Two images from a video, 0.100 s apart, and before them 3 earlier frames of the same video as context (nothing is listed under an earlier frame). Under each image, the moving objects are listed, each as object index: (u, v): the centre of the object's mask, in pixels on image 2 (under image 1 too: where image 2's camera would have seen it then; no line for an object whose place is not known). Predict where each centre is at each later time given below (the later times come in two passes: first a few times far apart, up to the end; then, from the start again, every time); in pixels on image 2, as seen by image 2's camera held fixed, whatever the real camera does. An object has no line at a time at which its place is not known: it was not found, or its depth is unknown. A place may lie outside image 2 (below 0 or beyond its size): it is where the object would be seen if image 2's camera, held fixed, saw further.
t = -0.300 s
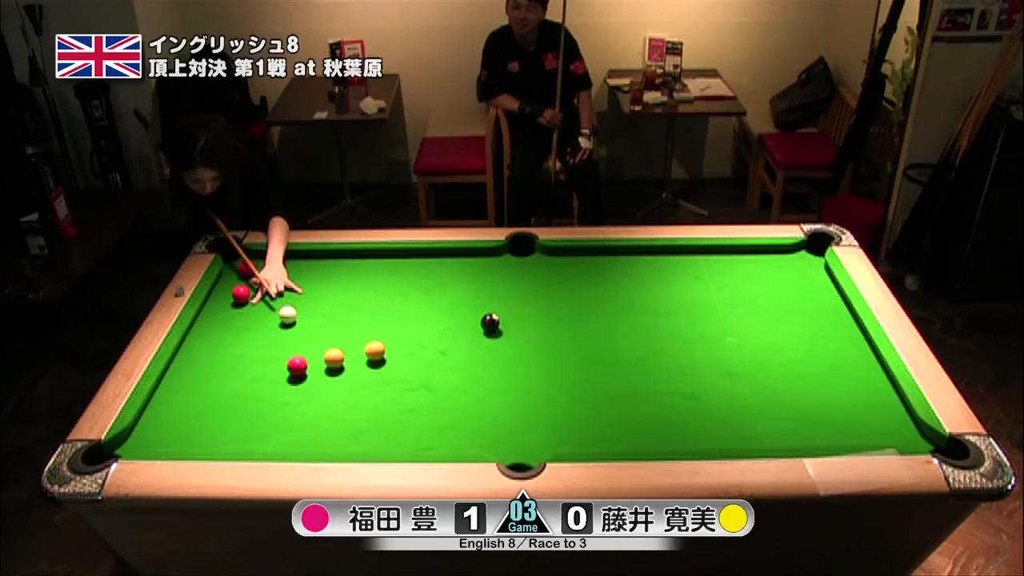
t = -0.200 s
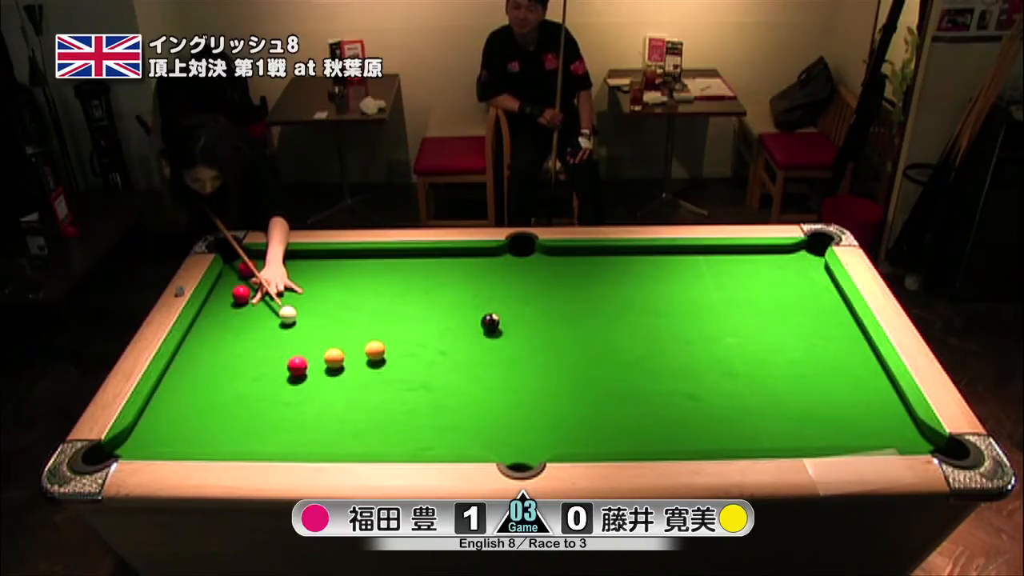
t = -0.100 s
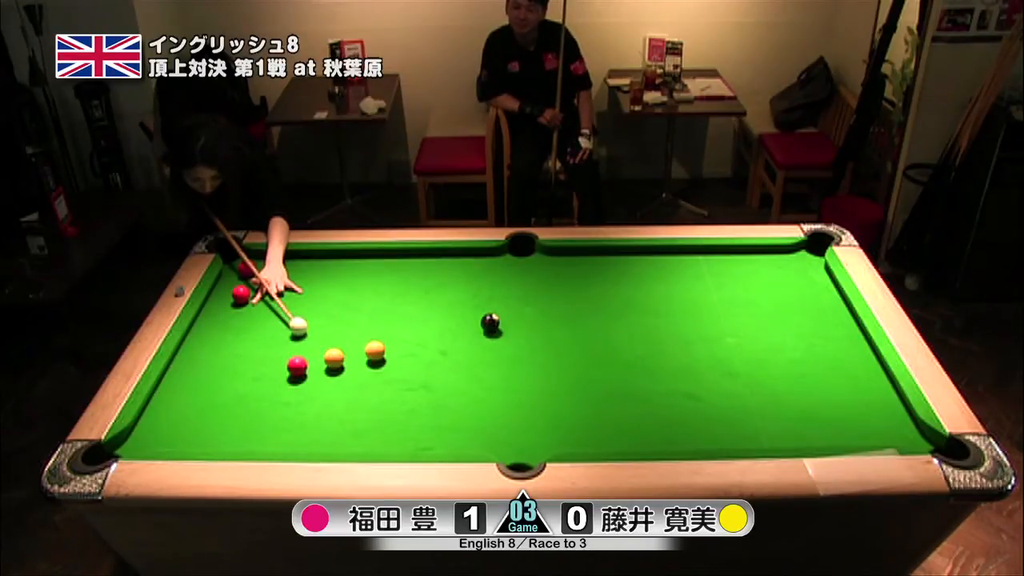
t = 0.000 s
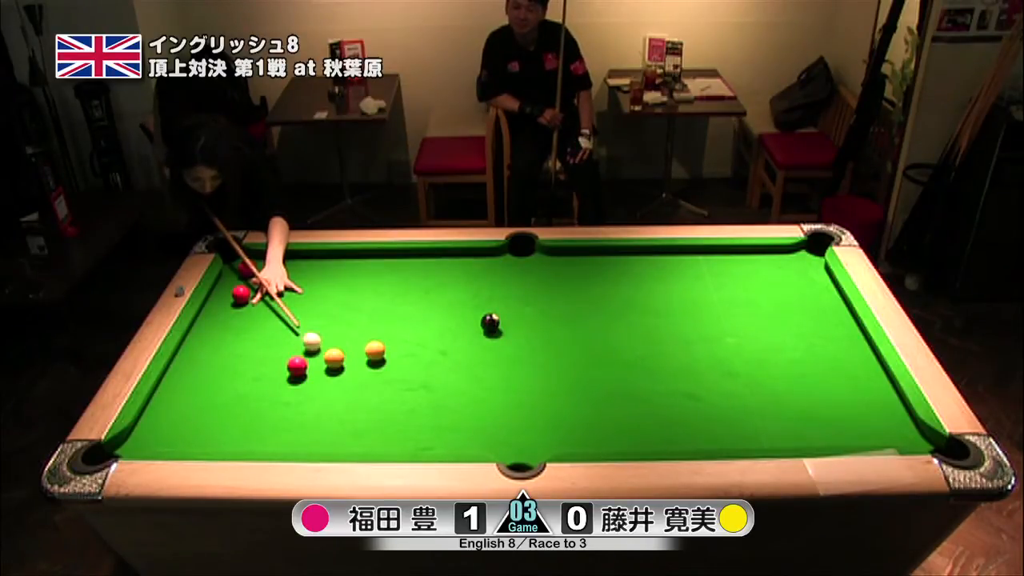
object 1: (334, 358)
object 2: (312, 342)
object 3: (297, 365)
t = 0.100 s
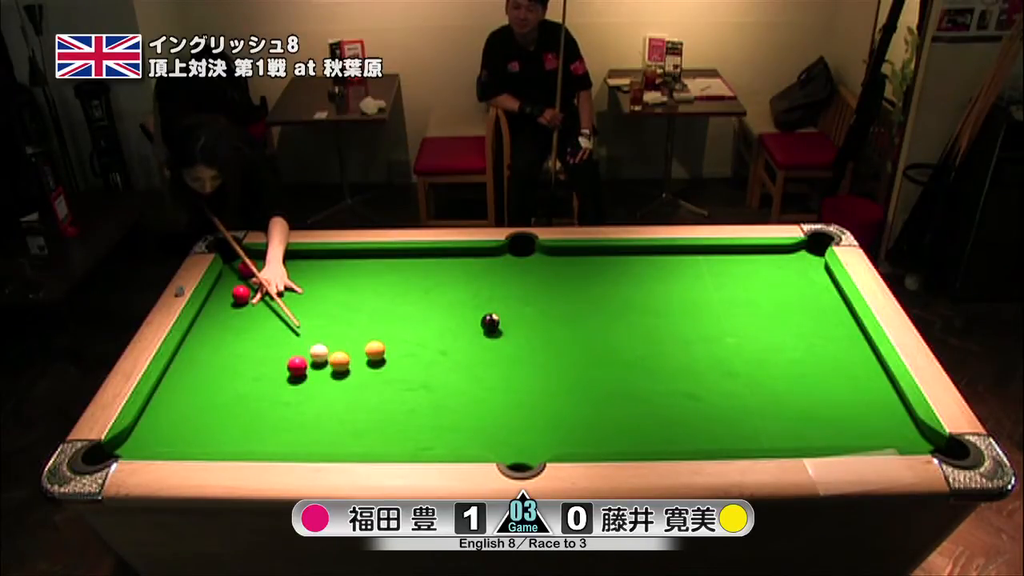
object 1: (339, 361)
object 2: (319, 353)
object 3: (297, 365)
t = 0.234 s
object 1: (357, 371)
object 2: (315, 360)
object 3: (297, 366)
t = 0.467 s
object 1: (385, 387)
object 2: (318, 366)
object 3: (290, 369)
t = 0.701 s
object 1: (412, 403)
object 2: (321, 371)
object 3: (286, 372)
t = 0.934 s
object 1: (438, 419)
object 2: (322, 375)
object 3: (285, 374)
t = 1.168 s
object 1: (464, 435)
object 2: (322, 378)
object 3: (285, 375)
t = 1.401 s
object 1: (489, 445)
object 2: (322, 380)
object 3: (285, 375)
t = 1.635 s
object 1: (512, 444)
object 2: (322, 380)
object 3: (285, 375)
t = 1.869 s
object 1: (534, 443)
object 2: (322, 379)
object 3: (284, 374)
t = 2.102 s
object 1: (552, 441)
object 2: (322, 379)
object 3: (285, 374)
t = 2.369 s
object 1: (571, 439)
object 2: (322, 379)
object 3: (285, 375)
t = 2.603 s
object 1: (584, 439)
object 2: (322, 379)
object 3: (285, 375)
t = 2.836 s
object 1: (595, 439)
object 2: (322, 379)
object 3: (285, 375)
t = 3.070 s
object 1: (602, 438)
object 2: (322, 379)
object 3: (285, 375)
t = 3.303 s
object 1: (608, 438)
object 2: (322, 379)
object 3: (285, 375)
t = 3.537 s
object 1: (611, 437)
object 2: (322, 379)
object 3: (285, 375)
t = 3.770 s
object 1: (612, 438)
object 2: (322, 380)
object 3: (285, 375)
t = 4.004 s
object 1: (612, 438)
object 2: (322, 379)
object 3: (285, 375)
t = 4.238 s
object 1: (612, 438)
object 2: (322, 379)
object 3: (285, 375)
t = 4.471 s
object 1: (612, 438)
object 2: (322, 379)
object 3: (285, 375)
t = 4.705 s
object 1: (612, 438)
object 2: (322, 379)
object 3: (285, 375)
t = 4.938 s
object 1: (612, 438)
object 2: (322, 379)
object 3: (285, 375)
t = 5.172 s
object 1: (612, 438)
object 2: (322, 379)
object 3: (285, 375)
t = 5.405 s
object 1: (612, 438)
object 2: (322, 379)
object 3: (285, 375)
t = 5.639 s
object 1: (612, 438)
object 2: (322, 379)
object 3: (285, 375)
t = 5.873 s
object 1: (612, 438)
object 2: (322, 379)
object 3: (285, 375)
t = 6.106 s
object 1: (612, 438)
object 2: (322, 379)
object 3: (285, 375)
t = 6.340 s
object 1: (612, 438)
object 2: (322, 379)
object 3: (285, 375)
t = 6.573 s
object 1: (612, 438)
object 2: (322, 379)
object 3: (285, 375)
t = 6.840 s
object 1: (612, 438)
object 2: (322, 380)
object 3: (284, 375)
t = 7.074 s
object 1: (612, 438)
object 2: (322, 379)
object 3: (284, 374)
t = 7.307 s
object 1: (612, 438)
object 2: (322, 379)
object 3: (284, 374)
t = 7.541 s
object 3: (283, 376)
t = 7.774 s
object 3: (284, 374)
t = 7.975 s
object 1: (613, 438)
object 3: (285, 374)
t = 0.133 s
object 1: (344, 364)
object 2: (317, 355)
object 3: (297, 365)
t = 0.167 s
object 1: (349, 367)
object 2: (316, 356)
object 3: (297, 365)
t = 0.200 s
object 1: (353, 369)
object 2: (315, 358)
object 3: (297, 366)
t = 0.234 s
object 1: (357, 371)
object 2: (315, 360)
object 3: (297, 366)
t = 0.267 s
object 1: (361, 374)
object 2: (315, 361)
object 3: (295, 366)
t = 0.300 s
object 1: (365, 376)
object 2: (316, 362)
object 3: (294, 367)
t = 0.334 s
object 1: (369, 378)
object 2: (316, 362)
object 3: (293, 367)
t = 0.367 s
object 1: (373, 380)
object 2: (317, 363)
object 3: (292, 368)
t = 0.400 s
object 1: (377, 382)
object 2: (317, 364)
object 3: (291, 368)
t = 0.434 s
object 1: (381, 385)
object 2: (318, 365)
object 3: (291, 369)
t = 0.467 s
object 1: (385, 387)
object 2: (318, 366)
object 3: (290, 369)
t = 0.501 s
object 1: (389, 389)
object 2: (319, 367)
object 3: (289, 369)
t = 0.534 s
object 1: (393, 392)
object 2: (319, 367)
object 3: (289, 370)
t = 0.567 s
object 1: (396, 394)
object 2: (319, 368)
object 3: (288, 370)
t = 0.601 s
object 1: (400, 396)
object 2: (320, 369)
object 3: (288, 371)
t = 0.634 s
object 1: (404, 398)
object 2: (320, 370)
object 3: (287, 371)
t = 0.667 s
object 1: (408, 401)
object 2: (320, 370)
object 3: (287, 371)
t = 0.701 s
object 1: (412, 403)
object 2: (321, 371)
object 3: (286, 372)
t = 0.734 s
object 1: (415, 405)
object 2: (321, 371)
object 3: (286, 372)
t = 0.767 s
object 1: (419, 408)
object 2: (321, 372)
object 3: (286, 373)
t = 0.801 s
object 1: (423, 410)
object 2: (322, 373)
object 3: (285, 373)
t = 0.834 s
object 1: (427, 412)
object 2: (322, 373)
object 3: (285, 373)
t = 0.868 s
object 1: (430, 414)
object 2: (322, 374)
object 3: (285, 374)
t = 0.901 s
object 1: (434, 417)
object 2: (322, 374)
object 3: (285, 374)
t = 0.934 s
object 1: (438, 419)
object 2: (322, 375)
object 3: (285, 374)
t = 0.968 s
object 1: (442, 421)
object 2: (322, 376)
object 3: (284, 374)
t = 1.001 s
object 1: (445, 424)
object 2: (322, 376)
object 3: (284, 374)
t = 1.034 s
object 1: (449, 426)
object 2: (322, 377)
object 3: (284, 374)
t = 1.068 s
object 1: (453, 428)
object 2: (322, 377)
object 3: (284, 374)
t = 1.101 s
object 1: (456, 430)
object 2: (322, 377)
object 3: (285, 375)
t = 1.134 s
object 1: (460, 432)
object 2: (322, 378)
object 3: (285, 375)
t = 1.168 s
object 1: (464, 435)
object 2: (322, 378)
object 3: (285, 375)
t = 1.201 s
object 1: (467, 436)
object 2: (322, 378)
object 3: (285, 375)
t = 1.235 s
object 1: (471, 438)
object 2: (322, 379)
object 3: (285, 375)
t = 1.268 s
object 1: (474, 440)
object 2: (322, 379)
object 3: (285, 375)
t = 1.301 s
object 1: (478, 441)
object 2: (322, 379)
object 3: (285, 375)
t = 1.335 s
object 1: (482, 443)
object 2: (322, 379)
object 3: (285, 375)
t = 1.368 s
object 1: (485, 445)
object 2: (322, 379)
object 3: (285, 375)
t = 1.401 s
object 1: (489, 445)
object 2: (322, 380)
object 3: (285, 375)
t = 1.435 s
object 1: (492, 445)
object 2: (322, 379)
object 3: (285, 375)
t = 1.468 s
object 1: (496, 445)
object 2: (322, 380)
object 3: (285, 375)
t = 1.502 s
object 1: (499, 445)
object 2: (322, 380)
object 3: (285, 375)
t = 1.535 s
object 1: (502, 445)
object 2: (322, 380)
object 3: (285, 375)
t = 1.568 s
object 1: (506, 445)
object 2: (322, 380)
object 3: (285, 375)
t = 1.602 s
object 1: (509, 445)
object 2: (322, 380)
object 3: (285, 375)
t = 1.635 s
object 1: (512, 444)
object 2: (322, 380)
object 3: (285, 375)
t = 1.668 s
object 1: (515, 444)
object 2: (322, 380)
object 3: (285, 374)
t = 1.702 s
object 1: (519, 444)
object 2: (322, 380)
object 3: (284, 374)
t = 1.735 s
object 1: (522, 443)
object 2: (322, 380)
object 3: (285, 375)
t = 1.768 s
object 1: (525, 443)
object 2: (322, 380)
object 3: (285, 375)
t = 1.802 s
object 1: (528, 443)
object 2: (322, 380)
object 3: (285, 375)
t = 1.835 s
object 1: (531, 443)
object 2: (322, 379)
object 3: (284, 374)
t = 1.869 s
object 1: (534, 443)
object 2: (322, 379)
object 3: (284, 374)
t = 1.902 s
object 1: (537, 443)
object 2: (322, 380)
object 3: (285, 374)
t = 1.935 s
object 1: (539, 443)
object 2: (322, 380)
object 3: (285, 374)
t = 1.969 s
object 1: (542, 442)
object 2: (322, 380)
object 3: (285, 374)
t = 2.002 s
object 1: (545, 442)
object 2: (322, 380)
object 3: (285, 374)
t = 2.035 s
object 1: (547, 442)
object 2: (322, 379)
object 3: (285, 375)
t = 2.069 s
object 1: (550, 441)
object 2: (322, 380)
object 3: (285, 375)
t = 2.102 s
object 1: (552, 441)
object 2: (322, 379)
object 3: (285, 374)
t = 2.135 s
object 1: (555, 441)
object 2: (322, 380)
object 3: (285, 374)
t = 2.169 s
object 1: (557, 440)
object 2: (322, 379)
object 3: (285, 375)
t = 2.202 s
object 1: (560, 440)
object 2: (322, 379)
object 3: (285, 374)
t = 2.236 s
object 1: (562, 440)
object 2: (322, 379)
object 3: (285, 375)
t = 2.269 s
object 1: (564, 440)
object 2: (322, 379)
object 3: (285, 374)
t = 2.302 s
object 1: (567, 440)
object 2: (322, 379)
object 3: (285, 374)
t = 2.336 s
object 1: (569, 440)
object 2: (322, 379)
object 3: (285, 375)
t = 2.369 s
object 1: (571, 439)
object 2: (322, 379)
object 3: (285, 375)
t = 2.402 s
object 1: (573, 439)
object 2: (322, 379)
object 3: (285, 374)
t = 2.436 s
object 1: (575, 439)
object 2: (322, 379)
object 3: (285, 374)
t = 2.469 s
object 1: (577, 439)
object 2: (322, 379)
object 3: (284, 374)
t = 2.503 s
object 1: (579, 439)
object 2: (322, 379)
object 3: (285, 374)
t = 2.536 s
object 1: (580, 439)
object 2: (322, 379)
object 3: (285, 375)
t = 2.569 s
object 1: (582, 439)
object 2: (322, 379)
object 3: (285, 375)
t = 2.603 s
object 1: (584, 439)
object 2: (322, 379)
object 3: (285, 375)
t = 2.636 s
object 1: (585, 439)
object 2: (322, 379)
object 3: (285, 375)
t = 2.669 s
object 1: (587, 439)
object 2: (322, 379)
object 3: (285, 375)
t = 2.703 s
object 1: (589, 439)
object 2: (322, 379)
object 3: (285, 375)
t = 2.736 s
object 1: (590, 439)
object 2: (322, 379)
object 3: (285, 375)
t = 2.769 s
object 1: (591, 439)
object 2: (322, 379)
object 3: (285, 375)
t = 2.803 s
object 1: (593, 439)
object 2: (322, 379)
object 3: (285, 375)
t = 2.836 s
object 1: (595, 439)
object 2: (322, 379)
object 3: (285, 375)
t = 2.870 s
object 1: (596, 438)
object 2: (322, 379)
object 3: (285, 375)
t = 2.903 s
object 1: (597, 438)
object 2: (322, 380)
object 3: (285, 375)
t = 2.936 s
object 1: (598, 438)
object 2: (322, 379)
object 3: (285, 375)
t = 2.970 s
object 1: (599, 438)
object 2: (322, 379)
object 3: (285, 375)
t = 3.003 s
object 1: (600, 438)
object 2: (322, 379)
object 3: (285, 375)
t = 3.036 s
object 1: (601, 438)
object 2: (322, 379)
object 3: (285, 375)
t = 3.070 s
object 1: (602, 438)
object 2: (322, 379)
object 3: (285, 375)
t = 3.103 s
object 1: (603, 438)
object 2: (322, 379)
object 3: (285, 375)
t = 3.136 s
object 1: (604, 438)
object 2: (322, 379)
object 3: (285, 375)
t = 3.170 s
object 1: (605, 438)
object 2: (322, 379)
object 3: (285, 375)
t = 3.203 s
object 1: (606, 438)
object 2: (322, 379)
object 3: (285, 375)
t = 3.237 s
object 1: (606, 438)
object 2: (322, 379)
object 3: (285, 375)
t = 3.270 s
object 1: (607, 438)
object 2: (322, 379)
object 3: (285, 375)
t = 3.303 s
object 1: (608, 438)
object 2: (322, 379)
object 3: (285, 375)
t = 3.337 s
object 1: (608, 438)
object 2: (322, 379)
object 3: (285, 375)
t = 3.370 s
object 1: (609, 437)
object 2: (322, 379)
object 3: (285, 375)
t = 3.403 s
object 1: (610, 437)
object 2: (322, 379)
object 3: (285, 375)
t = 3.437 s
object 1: (610, 437)
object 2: (322, 379)
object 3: (285, 375)
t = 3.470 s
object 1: (611, 437)
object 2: (322, 379)
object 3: (285, 375)
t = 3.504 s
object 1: (611, 437)
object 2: (322, 379)
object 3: (285, 375)
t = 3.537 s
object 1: (611, 437)
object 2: (322, 379)
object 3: (285, 375)
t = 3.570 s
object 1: (611, 437)
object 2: (322, 379)
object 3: (285, 375)
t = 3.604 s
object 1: (612, 437)
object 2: (322, 379)
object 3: (285, 375)
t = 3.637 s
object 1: (612, 437)
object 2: (322, 379)
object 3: (285, 375)
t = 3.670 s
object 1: (612, 437)
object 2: (322, 379)
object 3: (285, 375)
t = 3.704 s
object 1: (612, 438)
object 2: (322, 379)
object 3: (285, 375)
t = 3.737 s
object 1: (612, 438)
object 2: (322, 379)
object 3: (285, 375)
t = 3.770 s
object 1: (612, 438)
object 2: (322, 380)
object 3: (285, 375)
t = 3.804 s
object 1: (612, 438)
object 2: (322, 379)
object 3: (285, 375)
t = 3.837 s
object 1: (612, 438)
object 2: (322, 379)
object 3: (285, 375)
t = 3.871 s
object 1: (612, 438)
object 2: (322, 379)
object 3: (285, 375)
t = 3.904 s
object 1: (612, 438)
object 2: (322, 379)
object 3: (285, 375)
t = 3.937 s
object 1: (612, 438)
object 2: (322, 379)
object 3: (285, 375)
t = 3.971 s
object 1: (612, 438)
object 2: (322, 379)
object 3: (285, 375)
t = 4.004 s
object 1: (612, 438)
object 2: (322, 379)
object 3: (285, 375)
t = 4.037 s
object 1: (612, 438)
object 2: (322, 379)
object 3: (285, 375)
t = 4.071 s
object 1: (612, 438)
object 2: (322, 379)
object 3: (285, 375)
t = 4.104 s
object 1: (612, 438)
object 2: (322, 379)
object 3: (285, 375)
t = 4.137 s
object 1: (612, 438)
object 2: (322, 379)
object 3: (285, 375)
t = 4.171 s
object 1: (612, 438)
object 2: (322, 379)
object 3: (285, 375)
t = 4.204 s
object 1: (612, 438)
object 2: (322, 379)
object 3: (285, 375)
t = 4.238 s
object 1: (612, 438)
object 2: (322, 379)
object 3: (285, 375)
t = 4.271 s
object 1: (612, 438)
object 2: (322, 379)
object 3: (285, 375)
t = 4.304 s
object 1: (612, 438)
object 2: (322, 379)
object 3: (285, 375)
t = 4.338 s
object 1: (612, 438)
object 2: (322, 379)
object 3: (285, 375)
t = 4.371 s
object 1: (612, 438)
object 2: (322, 379)
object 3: (285, 375)
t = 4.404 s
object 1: (612, 438)
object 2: (322, 379)
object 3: (285, 375)
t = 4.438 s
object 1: (612, 438)
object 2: (322, 379)
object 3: (285, 375)
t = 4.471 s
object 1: (612, 438)
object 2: (322, 379)
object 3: (285, 375)
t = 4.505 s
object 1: (612, 438)
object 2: (322, 379)
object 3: (285, 375)
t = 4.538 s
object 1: (612, 438)
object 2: (322, 379)
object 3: (285, 375)
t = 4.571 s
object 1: (612, 438)
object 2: (322, 379)
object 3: (285, 375)
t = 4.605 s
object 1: (612, 438)
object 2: (322, 379)
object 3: (285, 375)
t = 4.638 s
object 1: (612, 438)
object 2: (322, 379)
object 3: (285, 375)
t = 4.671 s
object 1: (612, 438)
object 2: (322, 379)
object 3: (285, 375)
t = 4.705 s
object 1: (612, 438)
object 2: (322, 379)
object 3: (285, 375)
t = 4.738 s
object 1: (612, 438)
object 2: (322, 379)
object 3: (285, 375)
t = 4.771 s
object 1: (612, 438)
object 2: (322, 379)
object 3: (285, 375)
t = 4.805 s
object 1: (612, 438)
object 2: (322, 379)
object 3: (285, 375)
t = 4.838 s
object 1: (612, 438)
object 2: (322, 379)
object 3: (285, 375)
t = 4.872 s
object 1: (612, 438)
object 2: (322, 379)
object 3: (285, 375)
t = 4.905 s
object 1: (612, 438)
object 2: (322, 379)
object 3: (285, 375)
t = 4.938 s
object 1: (612, 438)
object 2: (322, 379)
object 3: (285, 375)
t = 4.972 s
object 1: (612, 438)
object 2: (322, 379)
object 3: (285, 375)
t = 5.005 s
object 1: (612, 438)
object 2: (322, 379)
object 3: (285, 375)
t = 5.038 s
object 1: (612, 438)
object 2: (322, 379)
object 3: (285, 375)
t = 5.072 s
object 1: (612, 438)
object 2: (322, 379)
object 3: (285, 375)
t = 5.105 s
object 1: (612, 438)
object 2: (322, 379)
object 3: (285, 375)
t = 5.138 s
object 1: (612, 438)
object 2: (322, 379)
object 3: (285, 375)
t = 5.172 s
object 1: (612, 438)
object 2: (322, 379)
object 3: (285, 375)
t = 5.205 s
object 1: (612, 438)
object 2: (322, 379)
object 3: (285, 375)
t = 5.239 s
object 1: (612, 438)
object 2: (322, 379)
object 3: (285, 375)
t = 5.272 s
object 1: (612, 438)
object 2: (322, 379)
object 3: (285, 375)
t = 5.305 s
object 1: (612, 438)
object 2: (322, 379)
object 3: (285, 375)
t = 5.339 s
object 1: (612, 438)
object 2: (322, 379)
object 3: (285, 375)
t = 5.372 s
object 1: (612, 438)
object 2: (322, 379)
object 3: (285, 375)
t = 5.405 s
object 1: (612, 438)
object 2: (322, 379)
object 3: (285, 375)
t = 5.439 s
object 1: (612, 438)
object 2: (322, 379)
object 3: (285, 375)
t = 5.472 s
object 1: (612, 438)
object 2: (322, 379)
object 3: (285, 375)
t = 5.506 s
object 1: (612, 438)
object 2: (322, 379)
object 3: (285, 375)
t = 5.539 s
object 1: (612, 438)
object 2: (322, 379)
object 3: (285, 375)
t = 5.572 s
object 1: (612, 438)
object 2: (322, 379)
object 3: (285, 375)
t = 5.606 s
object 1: (612, 438)
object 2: (322, 379)
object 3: (285, 375)
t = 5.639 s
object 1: (612, 438)
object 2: (322, 379)
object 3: (285, 375)
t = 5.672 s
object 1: (612, 438)
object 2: (322, 379)
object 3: (285, 375)
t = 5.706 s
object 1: (612, 438)
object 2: (322, 379)
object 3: (285, 375)
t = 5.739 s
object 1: (612, 438)
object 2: (322, 379)
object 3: (285, 375)
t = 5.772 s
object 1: (612, 438)
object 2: (322, 379)
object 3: (285, 375)
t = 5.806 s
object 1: (612, 438)
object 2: (322, 379)
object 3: (285, 375)
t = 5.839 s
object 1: (612, 438)
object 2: (322, 379)
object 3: (285, 375)
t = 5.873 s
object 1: (612, 438)
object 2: (322, 379)
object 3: (285, 375)
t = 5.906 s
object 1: (612, 438)
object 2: (322, 379)
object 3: (285, 375)
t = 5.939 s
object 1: (612, 438)
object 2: (322, 379)
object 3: (285, 375)
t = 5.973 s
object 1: (612, 438)
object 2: (322, 379)
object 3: (285, 375)
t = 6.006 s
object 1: (612, 438)
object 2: (322, 379)
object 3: (285, 375)
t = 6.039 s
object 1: (612, 438)
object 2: (322, 379)
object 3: (285, 375)
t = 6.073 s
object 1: (612, 438)
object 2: (322, 379)
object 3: (285, 375)
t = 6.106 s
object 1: (612, 438)
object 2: (322, 379)
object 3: (285, 375)
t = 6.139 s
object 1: (612, 438)
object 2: (322, 379)
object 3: (285, 375)
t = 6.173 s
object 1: (612, 438)
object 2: (322, 379)
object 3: (285, 375)
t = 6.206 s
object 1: (612, 438)
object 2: (322, 379)
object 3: (285, 375)
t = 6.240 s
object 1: (612, 438)
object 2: (322, 379)
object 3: (285, 375)
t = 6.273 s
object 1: (612, 438)
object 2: (322, 379)
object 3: (285, 375)
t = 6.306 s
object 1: (612, 438)
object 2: (322, 379)
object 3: (285, 375)
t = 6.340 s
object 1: (612, 438)
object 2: (322, 379)
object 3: (285, 375)
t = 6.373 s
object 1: (612, 438)
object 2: (322, 379)
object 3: (285, 375)
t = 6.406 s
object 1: (612, 438)
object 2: (322, 379)
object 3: (285, 375)
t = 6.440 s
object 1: (612, 438)
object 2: (322, 380)
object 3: (285, 375)
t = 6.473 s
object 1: (612, 438)
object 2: (322, 379)
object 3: (284, 375)
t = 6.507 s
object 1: (612, 438)
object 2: (322, 379)
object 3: (285, 375)
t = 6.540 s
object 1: (612, 438)
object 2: (322, 379)
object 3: (285, 375)
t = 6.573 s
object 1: (612, 438)
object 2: (322, 379)
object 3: (285, 375)
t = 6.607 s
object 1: (612, 438)
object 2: (322, 379)
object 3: (284, 375)
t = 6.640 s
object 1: (612, 438)
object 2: (322, 379)
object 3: (284, 375)
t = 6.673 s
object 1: (612, 438)
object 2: (322, 379)
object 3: (284, 374)
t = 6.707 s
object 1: (612, 438)
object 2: (322, 379)
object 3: (285, 375)
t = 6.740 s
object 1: (612, 438)
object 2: (322, 379)
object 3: (284, 375)
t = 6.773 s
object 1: (612, 438)
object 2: (322, 380)
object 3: (284, 376)
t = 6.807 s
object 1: (612, 438)
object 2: (322, 380)
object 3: (284, 376)
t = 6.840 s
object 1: (612, 438)
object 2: (322, 380)
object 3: (284, 375)
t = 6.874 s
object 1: (612, 438)
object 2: (322, 380)
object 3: (285, 376)
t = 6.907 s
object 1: (612, 438)
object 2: (322, 379)
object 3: (285, 374)
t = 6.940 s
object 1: (612, 438)
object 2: (322, 380)
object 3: (284, 374)
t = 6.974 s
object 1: (612, 438)
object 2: (322, 380)
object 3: (285, 374)
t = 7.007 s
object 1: (612, 438)
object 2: (322, 379)
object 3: (284, 374)
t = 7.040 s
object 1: (612, 438)
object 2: (322, 379)
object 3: (285, 376)
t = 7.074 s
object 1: (612, 438)
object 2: (322, 379)
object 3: (284, 374)
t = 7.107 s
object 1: (612, 438)
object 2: (322, 380)
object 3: (284, 374)
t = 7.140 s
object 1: (612, 438)
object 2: (322, 379)
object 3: (284, 374)
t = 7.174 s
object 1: (612, 438)
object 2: (322, 379)
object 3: (285, 374)
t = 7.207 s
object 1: (612, 438)
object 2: (322, 379)
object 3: (285, 374)
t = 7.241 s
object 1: (612, 438)
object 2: (322, 379)
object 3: (285, 374)
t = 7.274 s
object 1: (612, 438)
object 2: (322, 379)
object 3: (284, 374)
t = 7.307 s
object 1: (612, 438)
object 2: (322, 379)
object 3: (284, 374)
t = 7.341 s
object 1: (609, 439)
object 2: (322, 379)
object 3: (284, 374)
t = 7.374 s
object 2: (322, 379)
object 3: (284, 374)
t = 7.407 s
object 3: (284, 374)
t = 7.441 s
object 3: (284, 375)
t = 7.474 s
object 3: (284, 374)
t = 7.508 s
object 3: (286, 372)
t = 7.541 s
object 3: (283, 376)
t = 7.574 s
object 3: (285, 376)
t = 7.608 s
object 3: (284, 376)
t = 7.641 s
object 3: (285, 375)
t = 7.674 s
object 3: (284, 375)
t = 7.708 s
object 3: (284, 375)
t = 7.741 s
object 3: (284, 374)
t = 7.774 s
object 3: (284, 374)
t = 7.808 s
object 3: (284, 374)
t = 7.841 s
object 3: (285, 374)
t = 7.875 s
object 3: (285, 374)
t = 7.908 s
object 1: (619, 439)
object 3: (284, 374)
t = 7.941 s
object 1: (616, 439)
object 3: (285, 374)
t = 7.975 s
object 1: (613, 438)
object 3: (285, 374)
